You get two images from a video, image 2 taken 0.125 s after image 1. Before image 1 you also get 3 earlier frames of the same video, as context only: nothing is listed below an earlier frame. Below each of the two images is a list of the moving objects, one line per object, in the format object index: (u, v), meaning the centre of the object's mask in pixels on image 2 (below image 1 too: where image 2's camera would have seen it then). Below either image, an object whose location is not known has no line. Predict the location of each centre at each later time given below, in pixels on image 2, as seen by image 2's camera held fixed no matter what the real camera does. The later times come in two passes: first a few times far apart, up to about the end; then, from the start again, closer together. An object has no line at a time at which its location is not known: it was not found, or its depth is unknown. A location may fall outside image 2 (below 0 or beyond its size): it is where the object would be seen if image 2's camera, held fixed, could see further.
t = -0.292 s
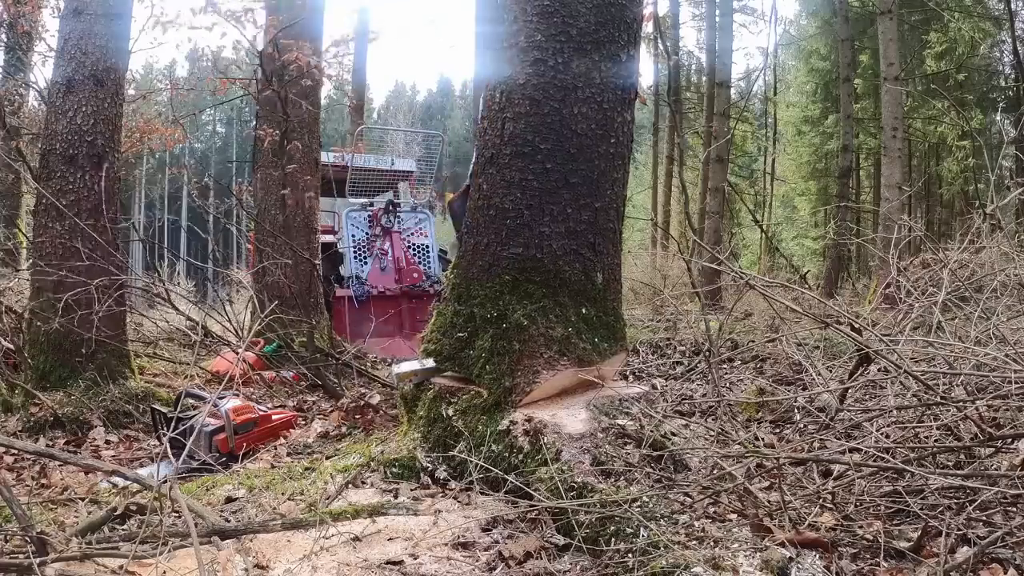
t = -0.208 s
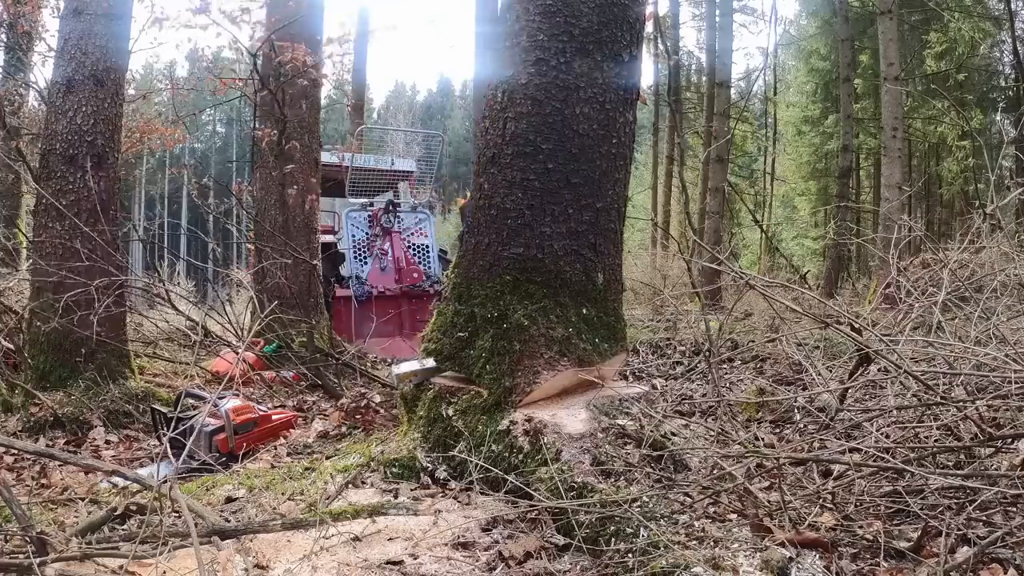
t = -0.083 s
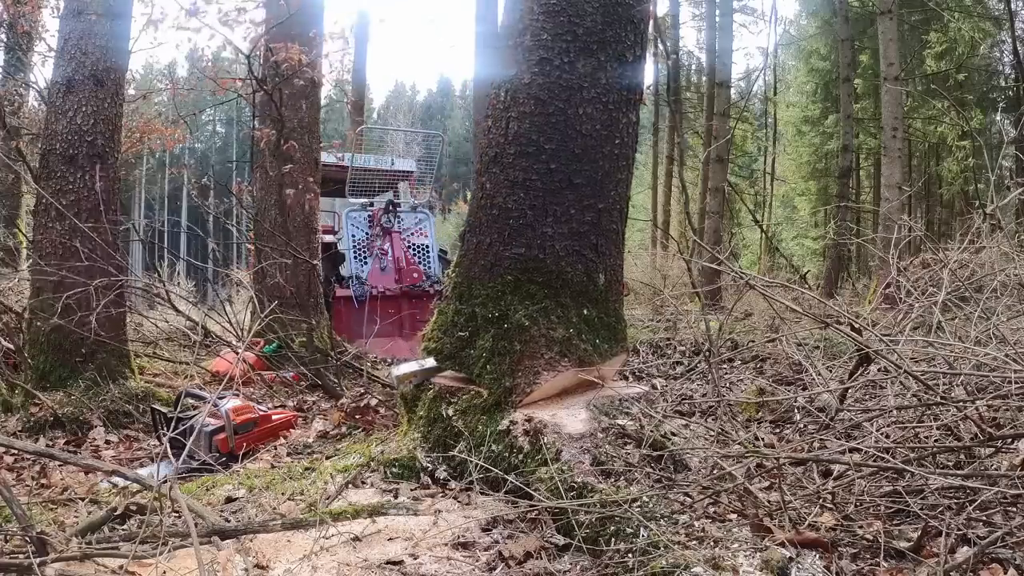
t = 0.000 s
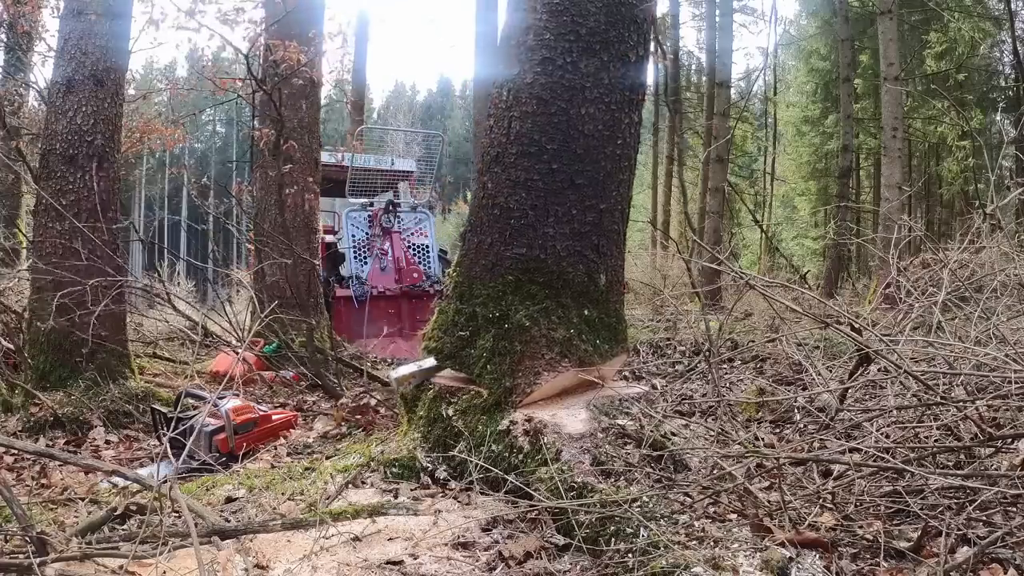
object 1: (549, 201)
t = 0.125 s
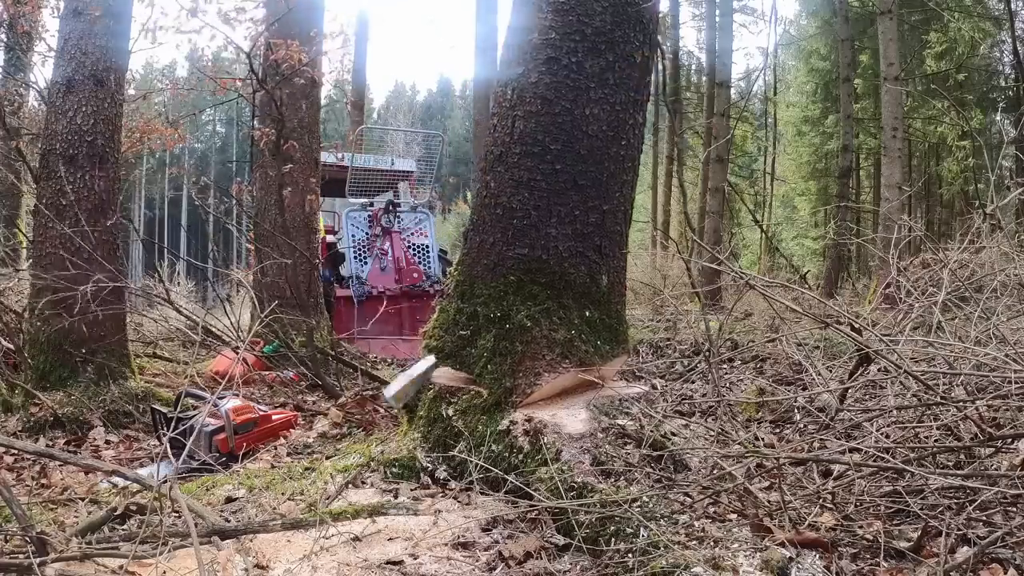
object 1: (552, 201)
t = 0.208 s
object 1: (554, 201)
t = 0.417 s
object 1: (558, 201)
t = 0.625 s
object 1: (565, 199)
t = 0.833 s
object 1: (571, 201)
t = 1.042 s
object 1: (580, 198)
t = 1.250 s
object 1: (592, 195)
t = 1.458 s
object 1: (603, 193)
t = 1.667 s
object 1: (619, 194)
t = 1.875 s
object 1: (637, 192)
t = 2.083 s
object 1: (660, 189)
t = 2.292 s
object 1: (691, 190)
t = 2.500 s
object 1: (728, 191)
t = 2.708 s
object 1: (754, 199)
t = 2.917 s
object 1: (767, 217)
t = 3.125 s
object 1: (766, 253)
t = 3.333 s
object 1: (777, 233)
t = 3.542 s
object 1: (696, 73)
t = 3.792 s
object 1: (689, 118)
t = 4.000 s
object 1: (677, 459)
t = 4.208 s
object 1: (668, 470)
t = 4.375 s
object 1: (674, 468)
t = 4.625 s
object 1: (672, 469)
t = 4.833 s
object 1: (672, 468)
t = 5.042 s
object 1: (672, 469)
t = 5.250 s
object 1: (671, 469)
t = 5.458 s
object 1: (671, 469)
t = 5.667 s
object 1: (671, 468)
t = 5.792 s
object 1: (671, 468)
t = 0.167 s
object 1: (553, 201)
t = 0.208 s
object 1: (554, 201)
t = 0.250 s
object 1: (554, 201)
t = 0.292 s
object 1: (555, 201)
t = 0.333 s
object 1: (556, 198)
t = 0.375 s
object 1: (557, 201)
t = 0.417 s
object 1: (558, 201)
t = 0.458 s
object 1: (559, 201)
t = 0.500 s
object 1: (559, 202)
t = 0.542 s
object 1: (561, 199)
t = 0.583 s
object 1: (563, 199)
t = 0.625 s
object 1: (565, 199)
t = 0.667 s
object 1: (566, 199)
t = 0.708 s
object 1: (568, 199)
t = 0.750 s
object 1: (569, 199)
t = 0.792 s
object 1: (570, 201)
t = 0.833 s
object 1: (571, 201)
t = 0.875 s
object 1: (573, 201)
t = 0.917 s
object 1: (574, 201)
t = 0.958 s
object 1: (578, 197)
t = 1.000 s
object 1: (579, 197)
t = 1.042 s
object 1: (580, 198)
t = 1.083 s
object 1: (582, 198)
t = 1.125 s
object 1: (584, 198)
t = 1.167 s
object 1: (586, 198)
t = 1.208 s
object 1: (590, 196)
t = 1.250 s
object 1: (592, 195)
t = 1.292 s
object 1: (594, 195)
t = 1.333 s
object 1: (595, 196)
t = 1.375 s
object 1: (598, 194)
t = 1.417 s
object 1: (600, 194)
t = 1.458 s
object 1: (603, 193)
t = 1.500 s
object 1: (606, 196)
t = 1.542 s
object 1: (609, 197)
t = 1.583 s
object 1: (611, 197)
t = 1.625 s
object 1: (616, 194)
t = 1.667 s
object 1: (619, 194)
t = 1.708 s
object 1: (622, 194)
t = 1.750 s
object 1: (625, 193)
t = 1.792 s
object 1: (629, 193)
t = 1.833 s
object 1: (633, 192)
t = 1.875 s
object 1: (637, 192)
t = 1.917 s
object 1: (641, 191)
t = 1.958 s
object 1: (645, 191)
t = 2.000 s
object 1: (650, 191)
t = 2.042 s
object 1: (654, 190)
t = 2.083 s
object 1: (660, 189)
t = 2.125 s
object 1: (664, 194)
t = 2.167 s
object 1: (670, 193)
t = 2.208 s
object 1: (678, 192)
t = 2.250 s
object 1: (684, 191)
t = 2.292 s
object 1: (691, 190)
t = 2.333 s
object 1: (697, 191)
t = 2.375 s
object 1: (705, 192)
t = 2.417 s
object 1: (713, 191)
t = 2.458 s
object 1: (721, 190)
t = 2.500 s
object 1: (728, 191)
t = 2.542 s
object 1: (735, 192)
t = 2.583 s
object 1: (740, 194)
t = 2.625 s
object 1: (747, 195)
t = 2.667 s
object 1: (750, 197)
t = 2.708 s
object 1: (754, 199)
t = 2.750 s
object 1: (758, 201)
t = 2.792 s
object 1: (761, 204)
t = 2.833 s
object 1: (764, 208)
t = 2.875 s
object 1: (767, 211)
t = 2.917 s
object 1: (767, 217)
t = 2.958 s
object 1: (768, 223)
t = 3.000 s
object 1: (768, 229)
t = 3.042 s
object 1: (768, 236)
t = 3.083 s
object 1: (767, 243)
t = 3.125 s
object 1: (766, 253)
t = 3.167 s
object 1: (768, 259)
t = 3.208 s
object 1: (769, 265)
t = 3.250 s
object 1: (772, 271)
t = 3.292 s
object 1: (770, 281)
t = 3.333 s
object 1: (777, 233)
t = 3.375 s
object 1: (779, 147)
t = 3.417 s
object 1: (762, 118)
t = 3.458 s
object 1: (745, 107)
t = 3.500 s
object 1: (719, 86)
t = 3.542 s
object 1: (696, 73)
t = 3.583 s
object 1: (682, 68)
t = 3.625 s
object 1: (665, 64)
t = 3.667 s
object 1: (659, 66)
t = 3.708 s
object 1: (663, 74)
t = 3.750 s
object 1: (673, 92)
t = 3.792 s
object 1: (689, 118)
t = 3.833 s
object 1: (706, 160)
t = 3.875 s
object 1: (712, 234)
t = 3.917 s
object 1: (716, 368)
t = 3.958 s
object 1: (706, 428)
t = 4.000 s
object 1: (677, 459)
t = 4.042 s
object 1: (666, 470)
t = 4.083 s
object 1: (664, 470)
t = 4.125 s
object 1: (667, 468)
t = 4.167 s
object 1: (667, 471)
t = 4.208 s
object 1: (668, 470)
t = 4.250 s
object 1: (669, 470)
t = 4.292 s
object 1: (671, 470)
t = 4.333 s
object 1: (673, 469)
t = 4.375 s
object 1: (674, 468)
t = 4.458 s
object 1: (673, 469)
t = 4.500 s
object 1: (671, 468)
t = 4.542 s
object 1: (671, 469)
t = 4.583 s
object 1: (672, 469)
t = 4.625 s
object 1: (672, 469)
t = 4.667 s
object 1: (672, 469)
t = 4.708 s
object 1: (671, 469)
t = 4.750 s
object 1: (672, 468)
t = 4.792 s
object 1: (672, 468)
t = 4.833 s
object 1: (672, 468)
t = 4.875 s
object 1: (672, 469)
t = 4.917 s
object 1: (672, 468)
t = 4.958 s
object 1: (672, 469)
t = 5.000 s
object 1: (672, 469)
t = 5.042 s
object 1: (672, 469)
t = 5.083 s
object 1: (672, 469)
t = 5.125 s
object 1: (672, 469)
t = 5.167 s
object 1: (672, 469)
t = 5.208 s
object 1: (672, 469)
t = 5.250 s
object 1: (671, 469)
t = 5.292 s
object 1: (671, 469)
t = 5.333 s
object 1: (671, 469)
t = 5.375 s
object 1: (671, 469)
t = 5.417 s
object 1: (671, 469)
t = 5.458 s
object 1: (671, 469)
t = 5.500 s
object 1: (671, 469)
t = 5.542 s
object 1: (671, 468)
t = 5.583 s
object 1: (671, 468)
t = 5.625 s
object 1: (671, 468)
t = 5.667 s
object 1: (671, 468)
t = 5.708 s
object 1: (671, 468)
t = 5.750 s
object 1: (671, 468)
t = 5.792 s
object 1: (671, 468)
